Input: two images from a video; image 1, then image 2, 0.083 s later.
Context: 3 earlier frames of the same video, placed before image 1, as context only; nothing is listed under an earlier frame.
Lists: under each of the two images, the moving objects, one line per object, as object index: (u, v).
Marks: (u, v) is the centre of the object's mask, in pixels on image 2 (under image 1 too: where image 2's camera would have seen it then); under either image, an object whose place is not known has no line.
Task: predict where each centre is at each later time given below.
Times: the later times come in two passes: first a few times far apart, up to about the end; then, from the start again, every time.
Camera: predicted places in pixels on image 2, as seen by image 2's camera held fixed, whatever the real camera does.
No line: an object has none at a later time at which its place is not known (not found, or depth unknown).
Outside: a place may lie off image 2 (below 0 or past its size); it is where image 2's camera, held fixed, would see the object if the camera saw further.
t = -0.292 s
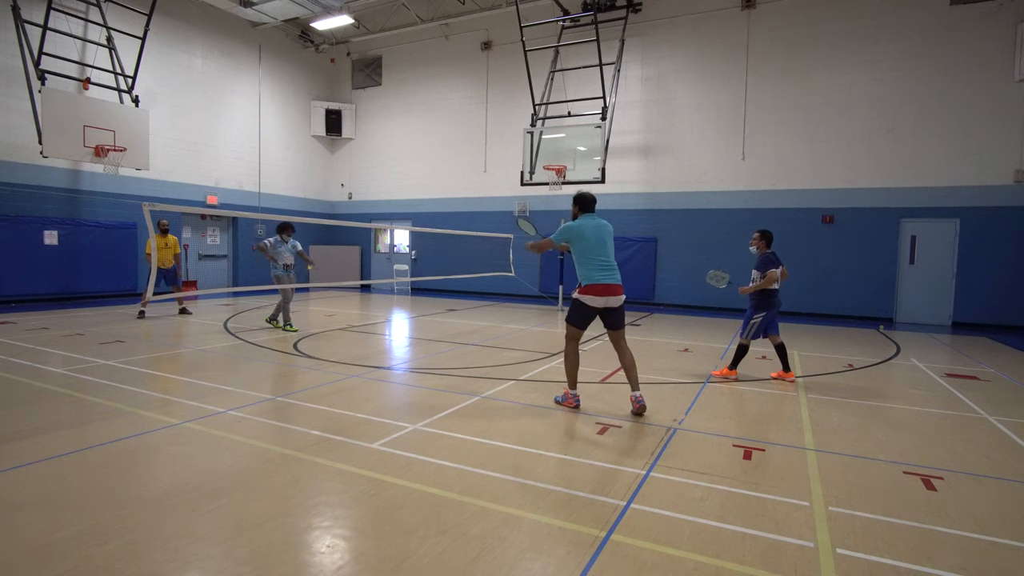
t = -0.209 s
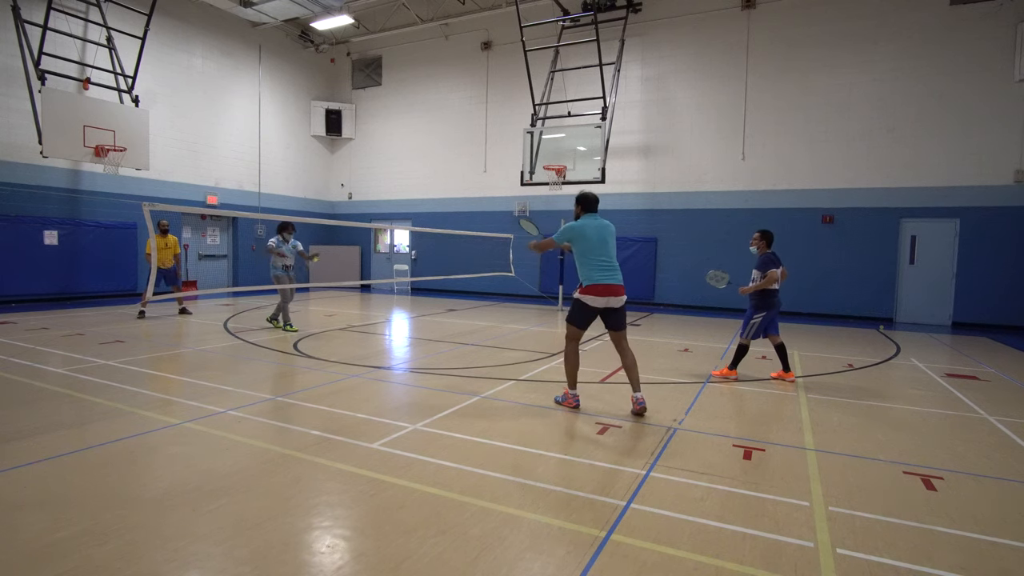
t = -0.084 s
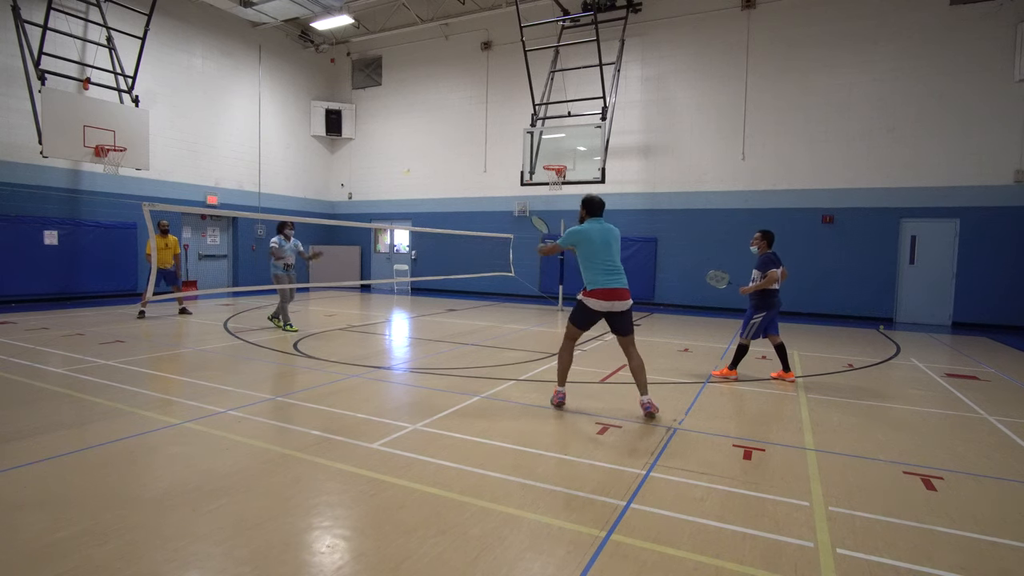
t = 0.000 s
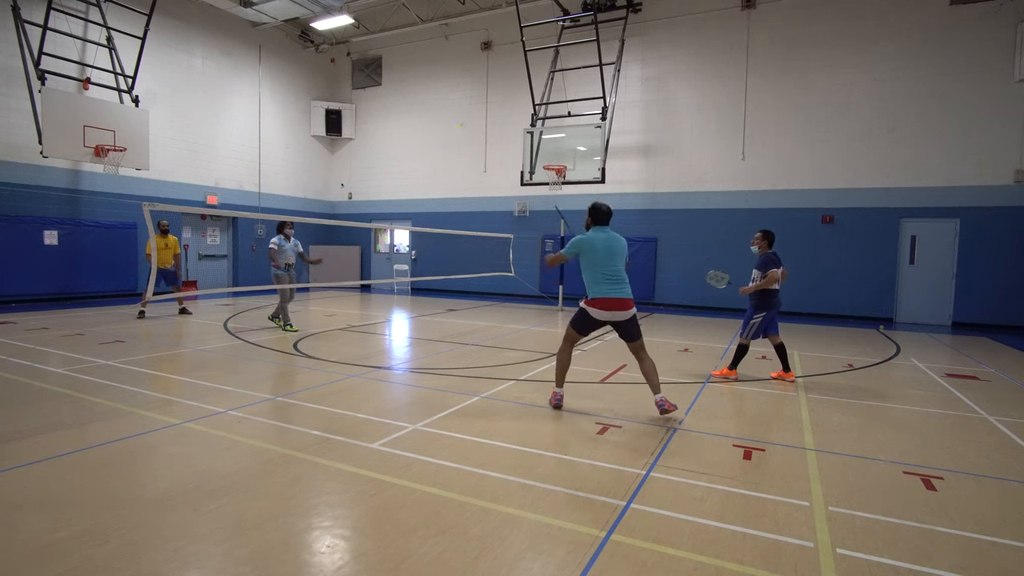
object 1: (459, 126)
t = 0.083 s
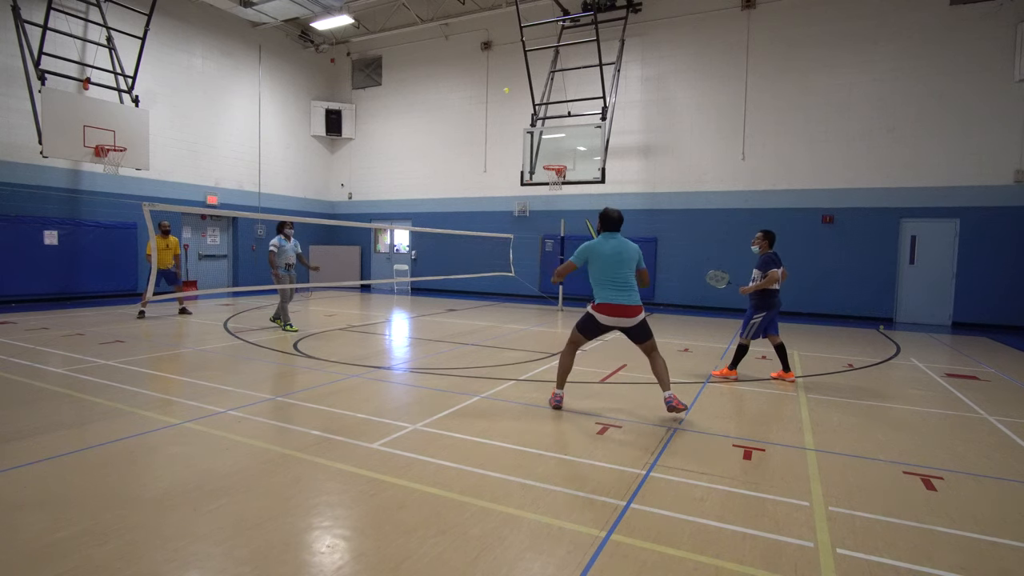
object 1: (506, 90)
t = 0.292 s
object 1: (613, 32)
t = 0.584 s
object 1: (745, 22)
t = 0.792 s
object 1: (829, 68)
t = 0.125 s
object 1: (528, 76)
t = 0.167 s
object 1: (551, 62)
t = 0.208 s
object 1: (572, 50)
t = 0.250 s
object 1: (593, 41)
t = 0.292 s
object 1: (613, 32)
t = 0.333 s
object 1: (632, 26)
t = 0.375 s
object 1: (652, 22)
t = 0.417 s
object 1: (671, 18)
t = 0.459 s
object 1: (690, 17)
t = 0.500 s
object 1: (709, 17)
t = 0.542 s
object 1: (727, 19)
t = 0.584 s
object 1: (745, 22)
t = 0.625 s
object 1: (762, 28)
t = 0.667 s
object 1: (779, 35)
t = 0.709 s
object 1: (796, 45)
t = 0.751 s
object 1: (813, 55)
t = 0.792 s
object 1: (829, 68)
